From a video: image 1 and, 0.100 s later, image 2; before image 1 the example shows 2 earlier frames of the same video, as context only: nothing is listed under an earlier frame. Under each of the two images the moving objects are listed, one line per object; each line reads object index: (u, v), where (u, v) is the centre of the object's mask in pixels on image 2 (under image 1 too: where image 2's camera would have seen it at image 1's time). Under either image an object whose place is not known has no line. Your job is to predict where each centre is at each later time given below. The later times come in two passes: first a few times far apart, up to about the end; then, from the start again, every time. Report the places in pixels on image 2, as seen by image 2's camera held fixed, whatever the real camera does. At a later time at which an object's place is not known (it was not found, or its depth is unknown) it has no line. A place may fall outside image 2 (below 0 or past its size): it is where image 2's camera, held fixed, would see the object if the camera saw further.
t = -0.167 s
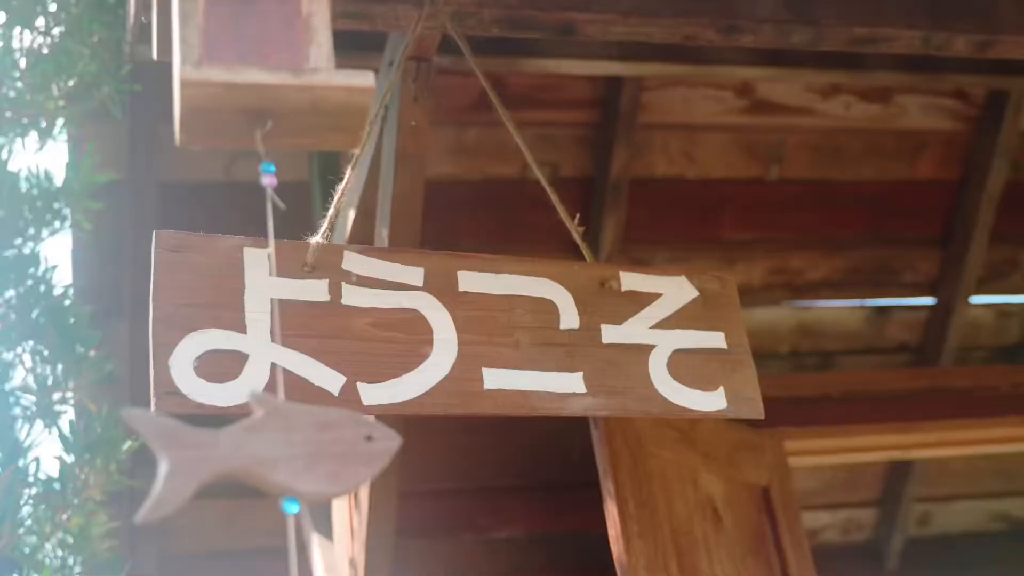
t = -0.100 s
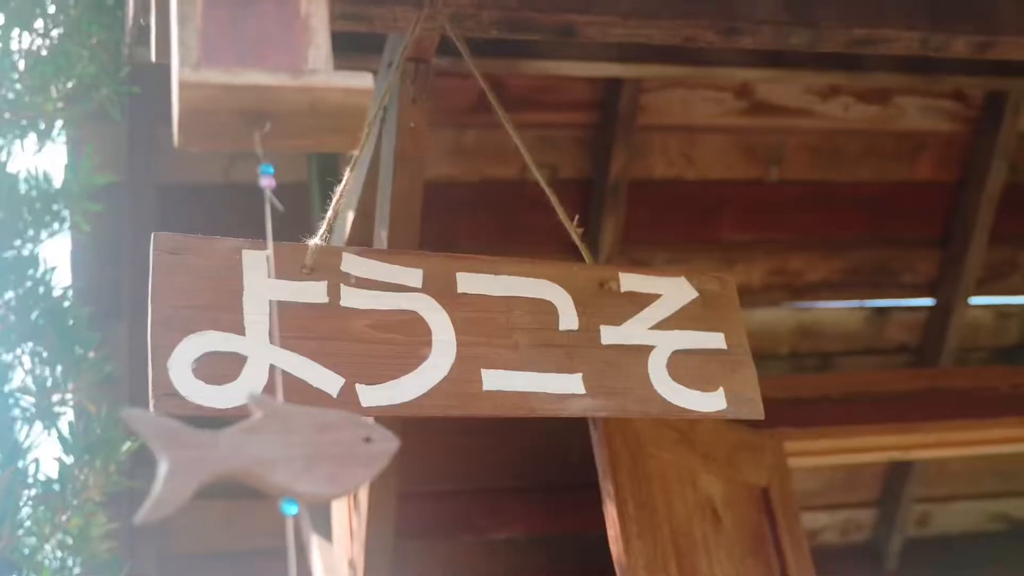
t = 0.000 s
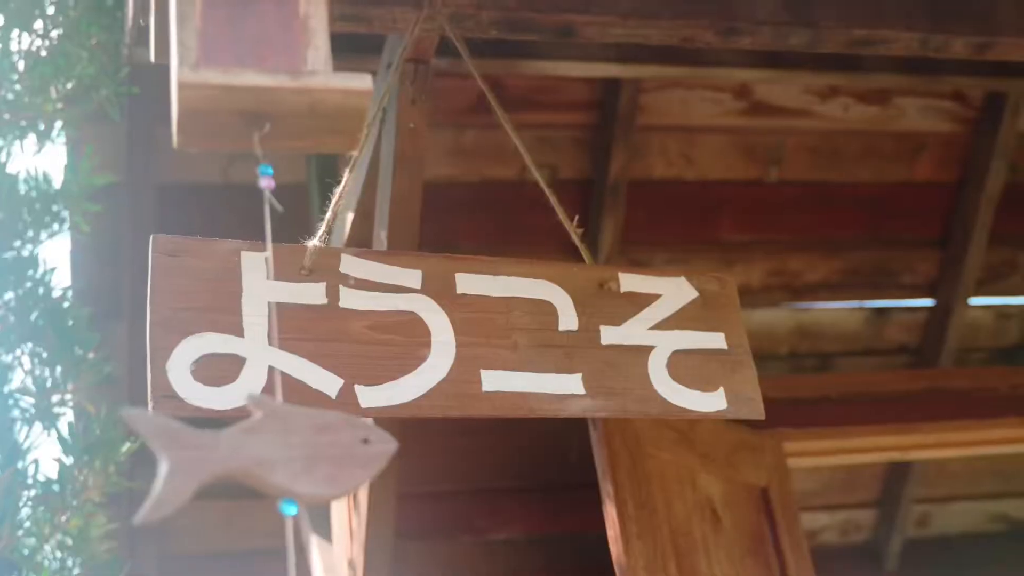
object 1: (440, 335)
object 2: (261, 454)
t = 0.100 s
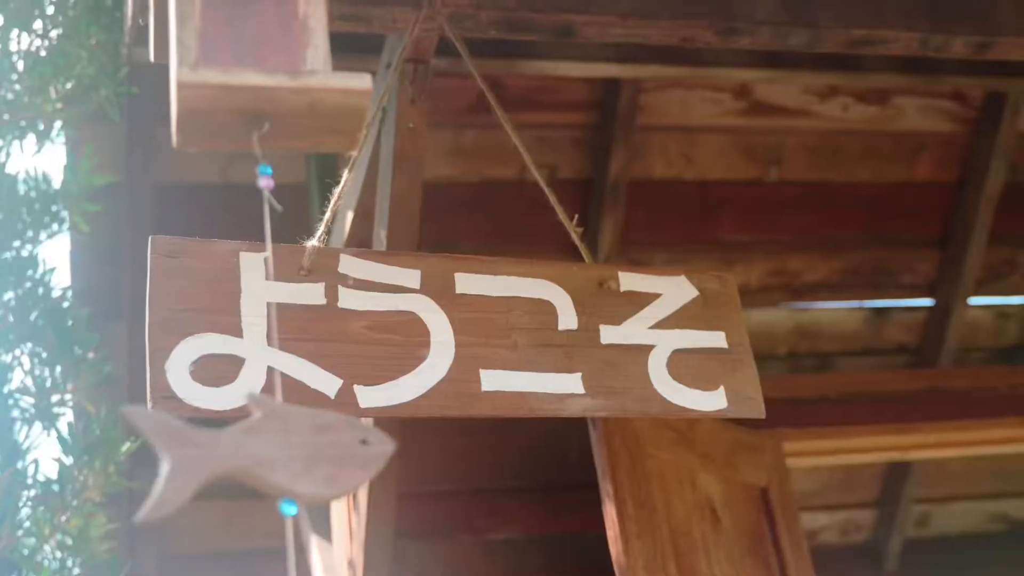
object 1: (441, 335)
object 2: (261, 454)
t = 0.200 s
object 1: (442, 335)
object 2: (261, 454)
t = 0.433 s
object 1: (445, 335)
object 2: (262, 452)
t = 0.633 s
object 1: (447, 336)
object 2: (263, 452)
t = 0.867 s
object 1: (449, 336)
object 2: (262, 451)
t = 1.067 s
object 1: (450, 336)
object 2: (265, 451)
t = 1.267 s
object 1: (452, 336)
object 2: (264, 450)
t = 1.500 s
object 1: (455, 336)
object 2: (264, 448)
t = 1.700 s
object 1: (456, 336)
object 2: (267, 448)
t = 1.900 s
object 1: (457, 336)
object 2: (267, 447)
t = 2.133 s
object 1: (457, 336)
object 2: (267, 446)
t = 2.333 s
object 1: (456, 336)
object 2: (267, 445)
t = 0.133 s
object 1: (441, 335)
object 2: (261, 454)
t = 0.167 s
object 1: (442, 335)
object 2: (261, 454)
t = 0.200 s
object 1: (442, 335)
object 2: (261, 454)
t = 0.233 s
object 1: (443, 335)
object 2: (261, 453)
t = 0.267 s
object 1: (443, 335)
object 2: (261, 453)
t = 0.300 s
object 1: (444, 335)
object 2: (261, 453)
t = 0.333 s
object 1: (443, 335)
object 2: (262, 453)
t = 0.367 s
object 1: (444, 335)
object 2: (262, 453)
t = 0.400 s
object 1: (444, 335)
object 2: (262, 452)
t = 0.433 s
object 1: (445, 335)
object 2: (262, 452)
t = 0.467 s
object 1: (445, 335)
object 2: (262, 452)
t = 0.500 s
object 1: (445, 335)
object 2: (262, 452)
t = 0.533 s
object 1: (445, 335)
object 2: (262, 452)
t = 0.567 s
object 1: (446, 335)
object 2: (262, 452)
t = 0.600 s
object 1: (446, 336)
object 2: (263, 452)
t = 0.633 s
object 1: (447, 336)
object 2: (263, 452)
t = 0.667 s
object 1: (447, 336)
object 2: (262, 452)
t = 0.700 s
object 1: (448, 336)
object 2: (262, 452)
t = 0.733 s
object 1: (448, 336)
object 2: (262, 452)
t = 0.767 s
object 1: (448, 336)
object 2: (263, 452)
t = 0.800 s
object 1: (449, 336)
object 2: (262, 451)
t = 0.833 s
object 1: (449, 336)
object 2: (262, 451)
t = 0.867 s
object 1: (449, 336)
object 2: (262, 451)
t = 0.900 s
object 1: (449, 336)
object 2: (262, 451)
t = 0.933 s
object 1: (449, 336)
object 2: (262, 451)
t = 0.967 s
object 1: (450, 336)
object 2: (265, 452)
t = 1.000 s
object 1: (450, 336)
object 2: (265, 452)
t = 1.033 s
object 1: (450, 336)
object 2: (265, 451)
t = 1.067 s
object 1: (450, 336)
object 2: (265, 451)
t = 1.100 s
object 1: (450, 336)
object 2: (265, 451)
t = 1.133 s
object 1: (450, 336)
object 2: (265, 451)
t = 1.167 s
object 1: (451, 336)
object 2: (265, 451)
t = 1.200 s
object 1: (452, 336)
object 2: (264, 451)
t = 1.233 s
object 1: (452, 336)
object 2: (264, 450)
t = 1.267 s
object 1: (452, 336)
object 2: (264, 450)
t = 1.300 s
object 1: (453, 336)
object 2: (265, 450)
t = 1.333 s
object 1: (453, 336)
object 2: (264, 450)
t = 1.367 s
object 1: (453, 336)
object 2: (264, 449)
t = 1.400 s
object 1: (454, 336)
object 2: (264, 449)
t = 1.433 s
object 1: (454, 336)
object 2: (263, 448)
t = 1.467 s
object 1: (454, 336)
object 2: (264, 448)
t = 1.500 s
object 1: (455, 336)
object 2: (264, 448)
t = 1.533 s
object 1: (455, 336)
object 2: (264, 448)
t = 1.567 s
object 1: (455, 336)
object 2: (264, 448)
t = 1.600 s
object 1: (455, 336)
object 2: (265, 448)
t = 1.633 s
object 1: (455, 336)
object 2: (266, 448)
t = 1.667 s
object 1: (456, 336)
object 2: (266, 448)
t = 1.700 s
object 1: (456, 336)
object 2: (267, 448)
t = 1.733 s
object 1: (456, 336)
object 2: (267, 448)
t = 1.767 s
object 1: (456, 336)
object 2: (267, 448)
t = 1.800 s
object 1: (456, 336)
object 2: (267, 448)
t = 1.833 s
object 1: (456, 336)
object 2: (267, 448)
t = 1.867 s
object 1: (456, 336)
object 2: (267, 447)
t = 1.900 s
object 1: (457, 336)
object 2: (267, 447)
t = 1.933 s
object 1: (457, 336)
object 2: (267, 447)
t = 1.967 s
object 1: (457, 336)
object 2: (267, 447)
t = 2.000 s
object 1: (458, 336)
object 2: (267, 447)
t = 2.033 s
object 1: (458, 336)
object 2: (267, 447)
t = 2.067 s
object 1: (458, 336)
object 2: (267, 447)
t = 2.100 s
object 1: (457, 336)
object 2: (267, 447)
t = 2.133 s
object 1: (457, 336)
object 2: (267, 446)
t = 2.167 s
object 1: (457, 336)
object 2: (267, 446)
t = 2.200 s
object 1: (457, 336)
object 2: (267, 446)
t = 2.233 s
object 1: (457, 336)
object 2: (267, 446)
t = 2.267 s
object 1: (456, 336)
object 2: (266, 445)
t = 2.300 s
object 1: (456, 336)
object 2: (267, 445)
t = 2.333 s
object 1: (456, 336)
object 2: (267, 445)
